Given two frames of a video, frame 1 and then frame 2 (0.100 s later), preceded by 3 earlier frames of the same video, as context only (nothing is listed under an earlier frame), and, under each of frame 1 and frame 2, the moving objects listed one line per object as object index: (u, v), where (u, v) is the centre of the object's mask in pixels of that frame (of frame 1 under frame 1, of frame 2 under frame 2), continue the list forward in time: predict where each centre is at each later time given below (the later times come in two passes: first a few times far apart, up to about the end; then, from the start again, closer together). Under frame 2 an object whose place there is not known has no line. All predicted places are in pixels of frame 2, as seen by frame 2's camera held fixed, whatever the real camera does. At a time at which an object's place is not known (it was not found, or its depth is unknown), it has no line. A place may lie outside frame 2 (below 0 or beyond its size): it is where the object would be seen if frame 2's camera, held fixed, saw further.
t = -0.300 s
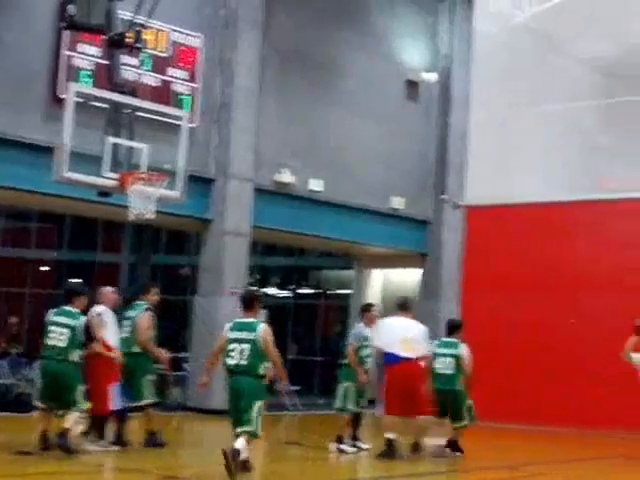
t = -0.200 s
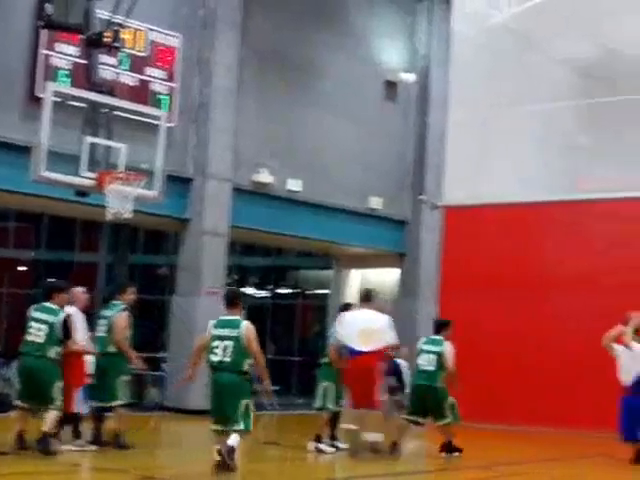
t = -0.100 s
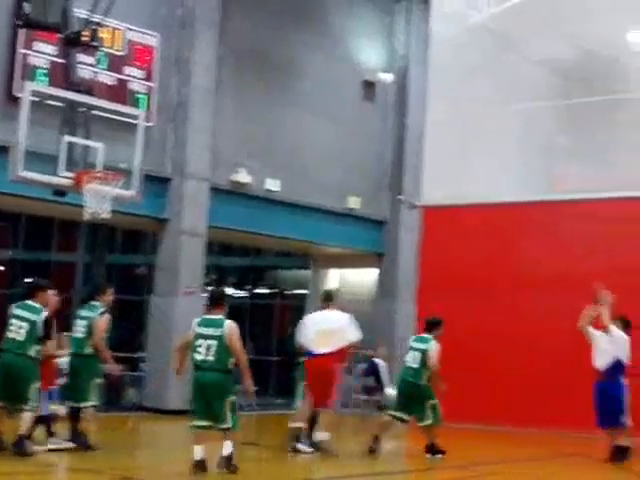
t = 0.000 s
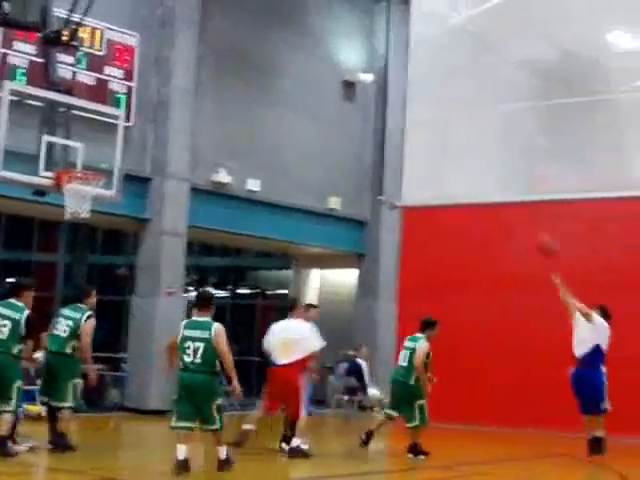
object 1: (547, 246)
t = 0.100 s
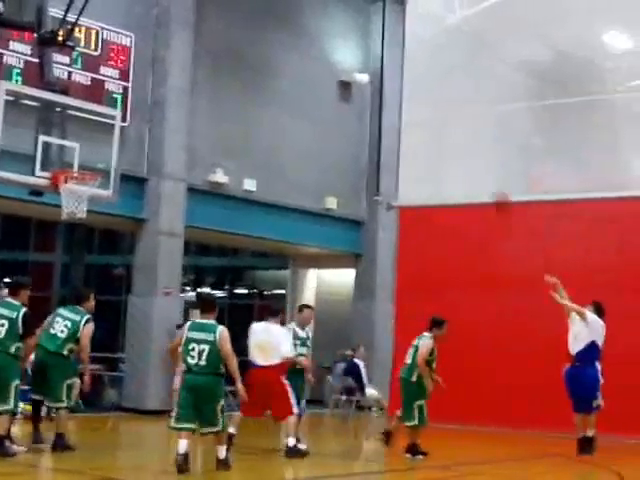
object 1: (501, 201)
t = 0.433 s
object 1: (358, 110)
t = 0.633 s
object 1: (266, 95)
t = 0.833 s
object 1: (174, 116)
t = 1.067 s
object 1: (75, 161)
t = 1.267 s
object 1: (38, 159)
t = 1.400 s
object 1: (4, 181)
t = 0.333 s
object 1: (401, 128)
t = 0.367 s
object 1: (387, 121)
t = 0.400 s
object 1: (373, 115)
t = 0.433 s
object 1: (358, 110)
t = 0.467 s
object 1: (342, 105)
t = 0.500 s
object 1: (327, 101)
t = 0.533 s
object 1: (312, 99)
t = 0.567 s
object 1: (297, 97)
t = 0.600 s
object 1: (282, 96)
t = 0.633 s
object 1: (266, 95)
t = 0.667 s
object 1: (251, 96)
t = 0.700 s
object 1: (236, 97)
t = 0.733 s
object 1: (220, 101)
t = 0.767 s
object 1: (205, 106)
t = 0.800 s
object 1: (189, 110)
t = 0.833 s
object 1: (174, 116)
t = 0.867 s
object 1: (158, 122)
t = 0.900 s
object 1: (141, 131)
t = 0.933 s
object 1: (126, 138)
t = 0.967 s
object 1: (107, 150)
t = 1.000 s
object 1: (89, 160)
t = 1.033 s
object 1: (81, 164)
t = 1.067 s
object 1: (75, 161)
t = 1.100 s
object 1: (69, 158)
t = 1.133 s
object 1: (62, 157)
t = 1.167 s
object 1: (58, 155)
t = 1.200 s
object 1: (51, 155)
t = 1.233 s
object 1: (43, 156)
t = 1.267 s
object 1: (38, 159)
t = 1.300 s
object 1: (26, 163)
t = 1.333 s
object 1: (22, 166)
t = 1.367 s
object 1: (13, 172)
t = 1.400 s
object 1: (4, 181)
